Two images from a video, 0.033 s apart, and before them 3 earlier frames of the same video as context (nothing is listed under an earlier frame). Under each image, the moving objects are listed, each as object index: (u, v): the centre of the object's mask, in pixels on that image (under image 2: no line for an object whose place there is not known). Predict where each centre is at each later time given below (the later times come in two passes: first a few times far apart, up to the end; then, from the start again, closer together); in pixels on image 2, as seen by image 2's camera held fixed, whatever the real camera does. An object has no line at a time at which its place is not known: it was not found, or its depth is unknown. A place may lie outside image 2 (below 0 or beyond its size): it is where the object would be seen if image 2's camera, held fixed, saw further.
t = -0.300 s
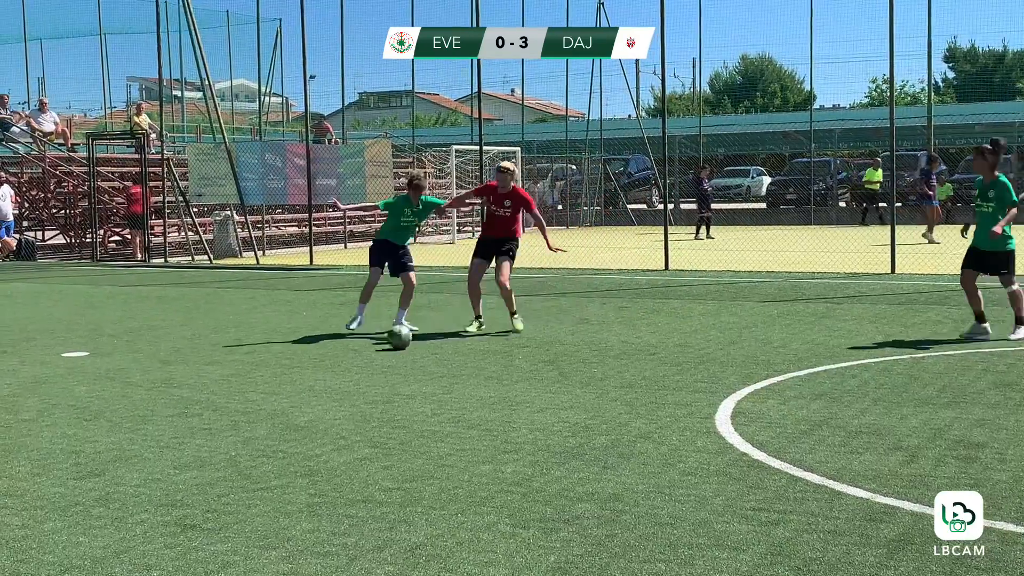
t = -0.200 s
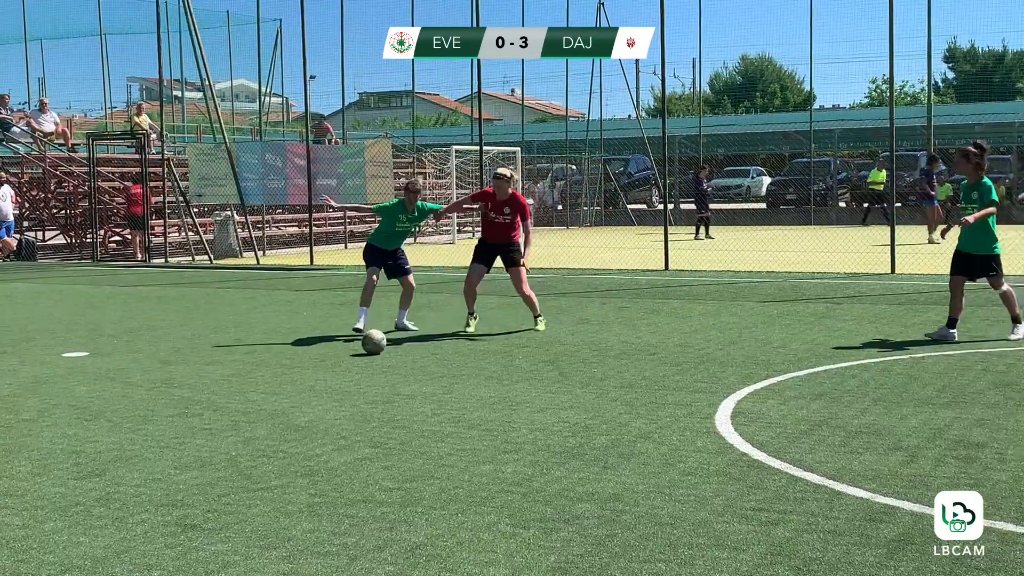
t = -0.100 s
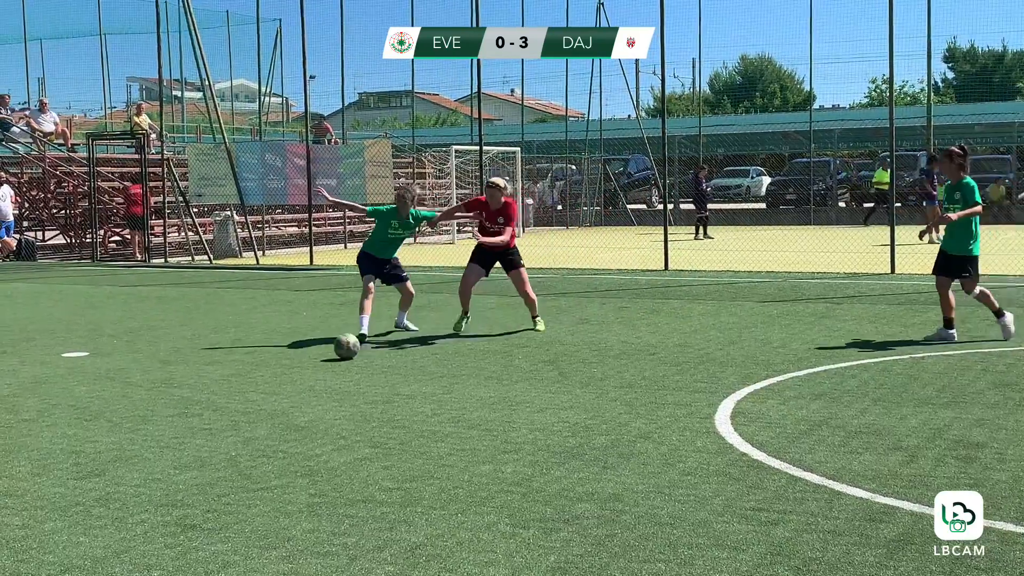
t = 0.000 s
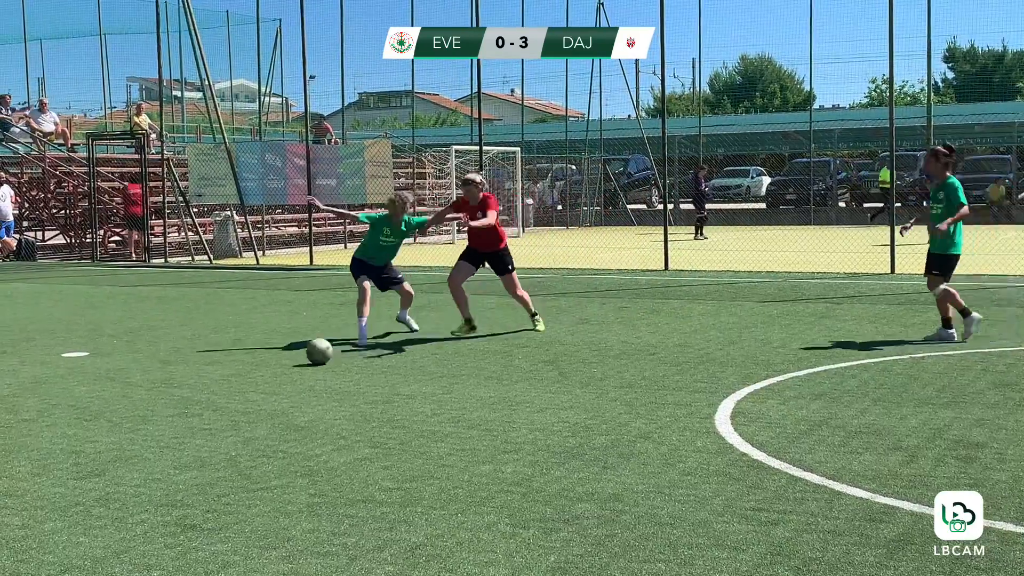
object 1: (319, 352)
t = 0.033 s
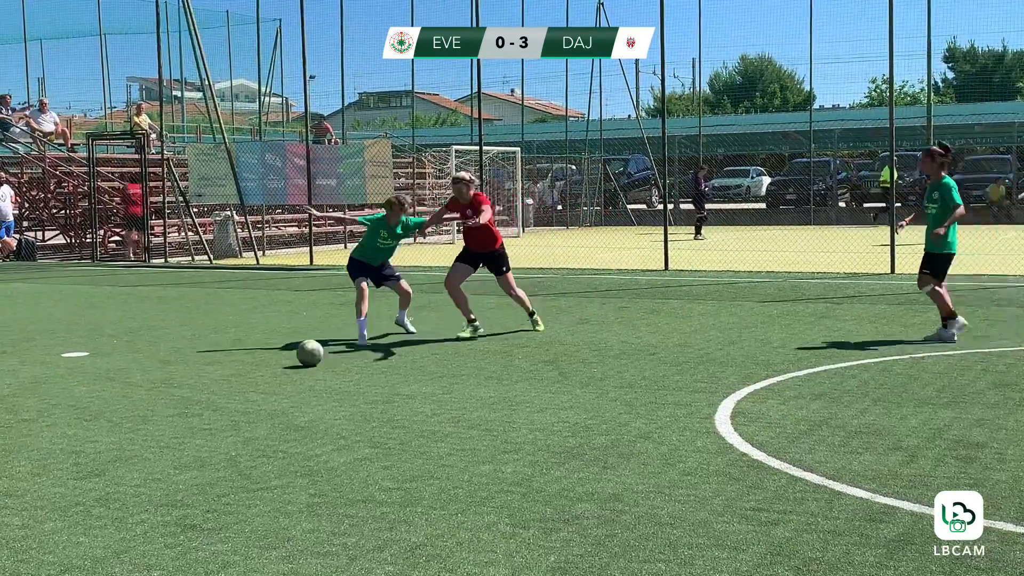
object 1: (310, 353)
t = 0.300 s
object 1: (231, 367)
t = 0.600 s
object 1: (134, 386)
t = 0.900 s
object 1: (24, 407)
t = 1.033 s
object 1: (-29, 417)
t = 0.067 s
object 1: (300, 355)
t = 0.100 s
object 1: (290, 356)
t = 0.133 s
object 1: (281, 358)
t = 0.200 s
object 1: (261, 362)
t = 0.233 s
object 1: (251, 363)
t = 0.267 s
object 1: (241, 366)
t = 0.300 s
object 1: (231, 367)
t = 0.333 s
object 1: (221, 369)
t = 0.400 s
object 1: (200, 373)
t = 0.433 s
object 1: (189, 375)
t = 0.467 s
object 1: (178, 377)
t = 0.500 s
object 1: (167, 379)
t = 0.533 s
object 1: (156, 381)
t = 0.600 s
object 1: (134, 386)
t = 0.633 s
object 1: (122, 387)
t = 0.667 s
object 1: (110, 390)
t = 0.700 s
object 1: (98, 392)
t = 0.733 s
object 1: (86, 394)
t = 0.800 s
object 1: (62, 398)
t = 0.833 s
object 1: (50, 401)
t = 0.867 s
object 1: (37, 404)
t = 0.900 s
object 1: (24, 407)
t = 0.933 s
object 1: (11, 409)
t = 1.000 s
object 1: (-15, 413)
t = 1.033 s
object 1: (-29, 417)
